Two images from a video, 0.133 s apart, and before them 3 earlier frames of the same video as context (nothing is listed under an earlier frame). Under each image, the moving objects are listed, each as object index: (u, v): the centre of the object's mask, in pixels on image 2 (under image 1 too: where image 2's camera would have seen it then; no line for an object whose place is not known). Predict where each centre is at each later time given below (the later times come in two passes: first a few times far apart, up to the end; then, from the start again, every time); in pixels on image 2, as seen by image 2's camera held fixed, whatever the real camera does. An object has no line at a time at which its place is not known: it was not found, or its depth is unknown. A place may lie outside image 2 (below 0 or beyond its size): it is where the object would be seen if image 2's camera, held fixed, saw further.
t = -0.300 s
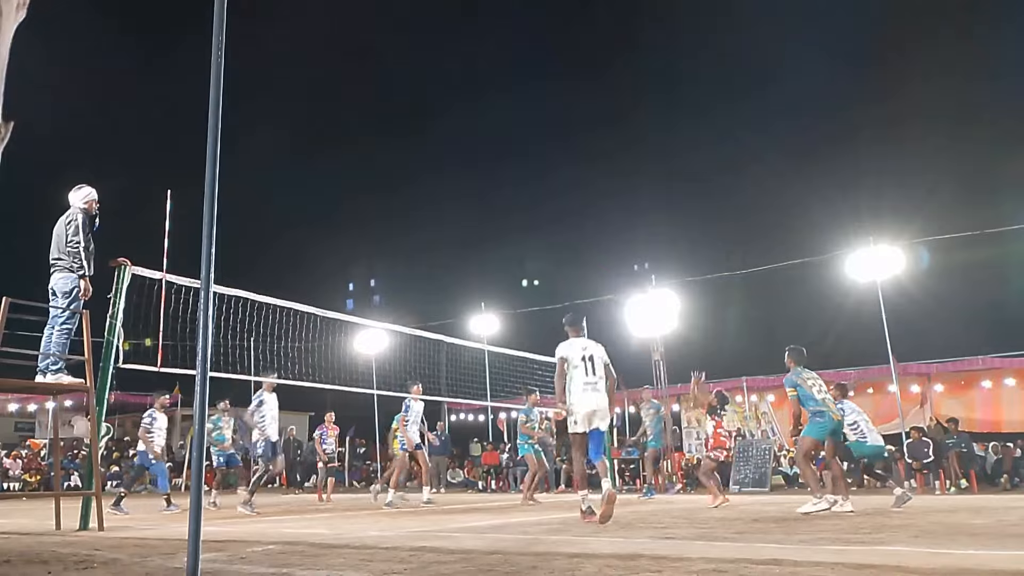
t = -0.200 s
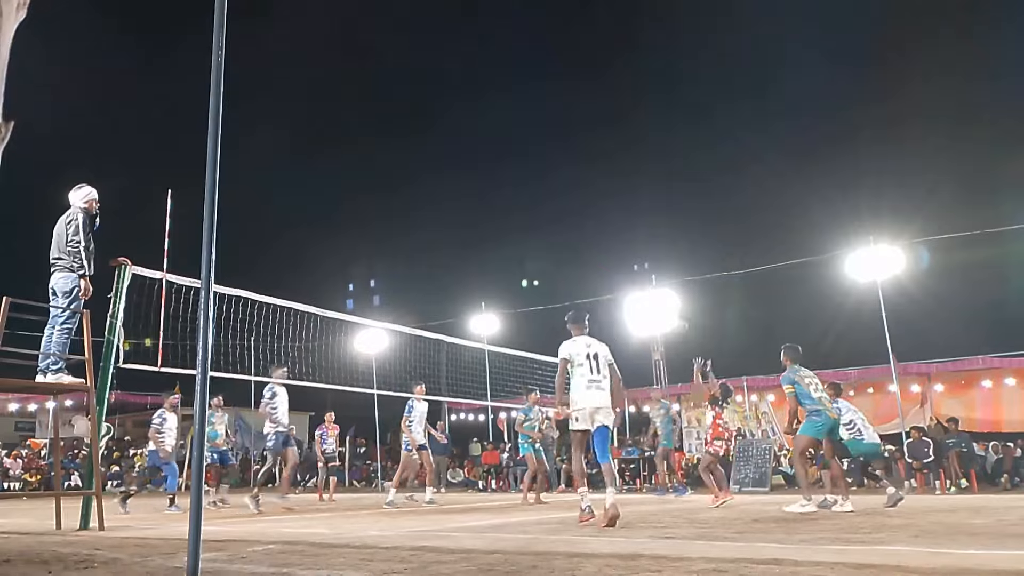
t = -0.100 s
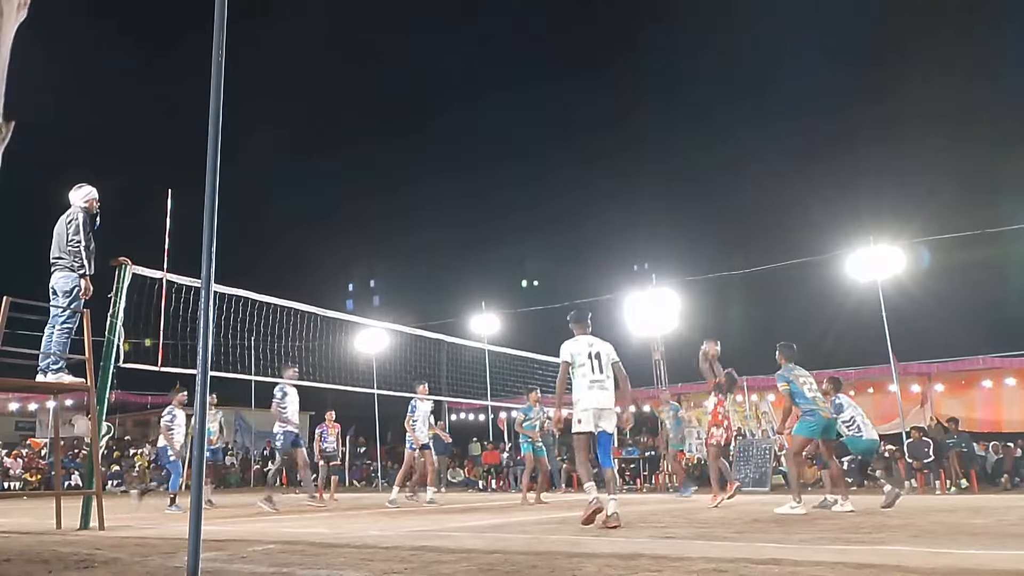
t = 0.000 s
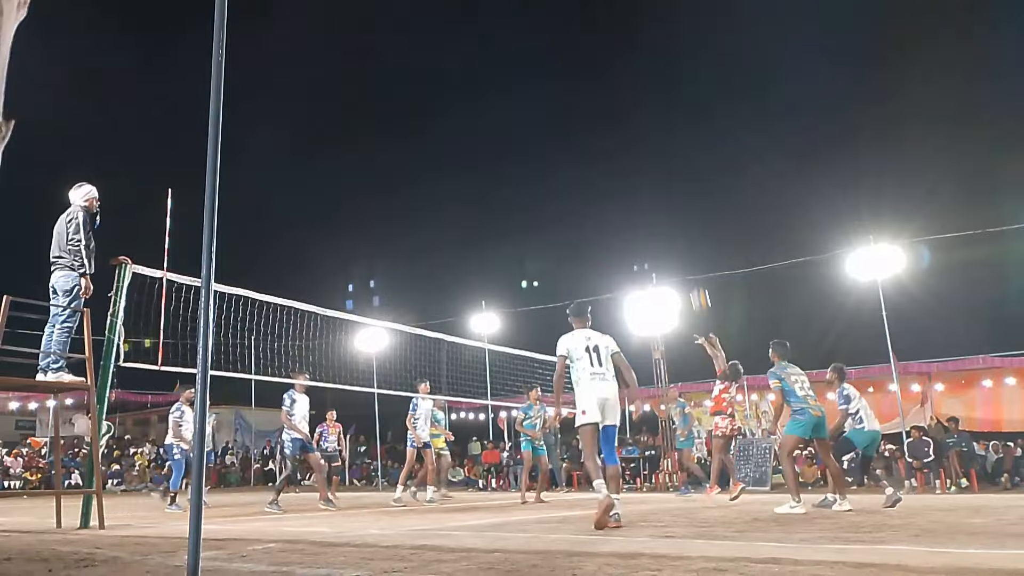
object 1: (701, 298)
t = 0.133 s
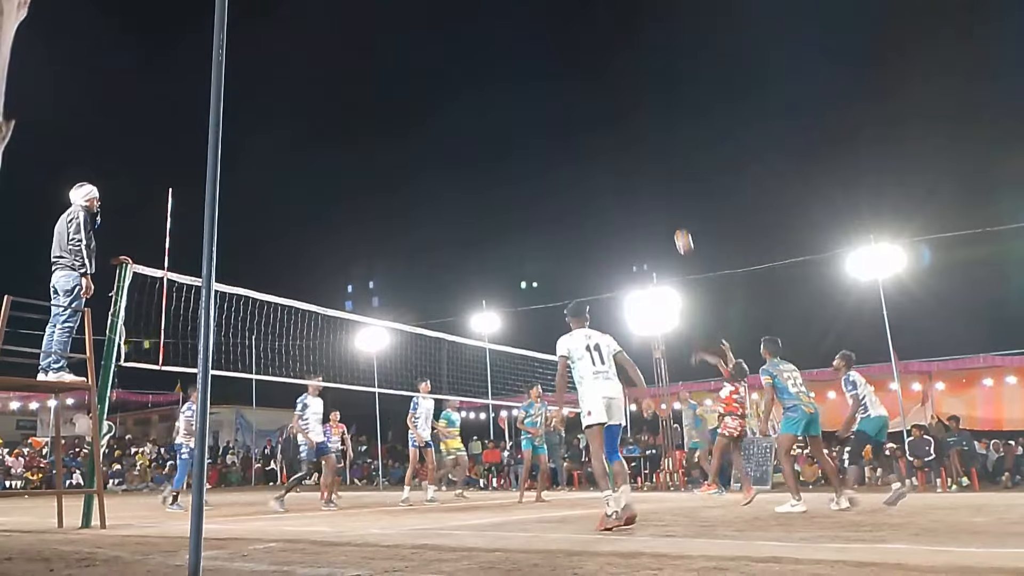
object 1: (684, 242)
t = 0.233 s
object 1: (672, 209)
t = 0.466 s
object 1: (647, 162)
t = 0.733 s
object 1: (622, 154)
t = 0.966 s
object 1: (603, 185)
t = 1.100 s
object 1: (592, 218)
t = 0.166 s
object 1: (679, 229)
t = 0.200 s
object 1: (676, 219)
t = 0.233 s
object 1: (672, 209)
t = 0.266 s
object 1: (668, 200)
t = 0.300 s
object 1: (664, 192)
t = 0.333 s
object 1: (661, 184)
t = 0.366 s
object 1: (657, 177)
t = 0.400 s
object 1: (654, 172)
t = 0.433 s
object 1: (650, 167)
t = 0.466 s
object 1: (647, 162)
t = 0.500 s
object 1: (644, 159)
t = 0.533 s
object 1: (640, 156)
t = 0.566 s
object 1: (637, 154)
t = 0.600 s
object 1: (634, 152)
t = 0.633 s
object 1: (631, 152)
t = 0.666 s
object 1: (628, 152)
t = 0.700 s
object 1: (625, 152)
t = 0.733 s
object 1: (622, 154)
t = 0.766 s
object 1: (619, 156)
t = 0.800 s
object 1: (616, 159)
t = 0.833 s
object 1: (614, 162)
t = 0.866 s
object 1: (611, 167)
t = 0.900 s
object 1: (608, 172)
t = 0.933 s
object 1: (606, 178)
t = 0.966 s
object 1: (603, 185)
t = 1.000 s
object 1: (600, 192)
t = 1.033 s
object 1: (597, 200)
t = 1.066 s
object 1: (595, 209)
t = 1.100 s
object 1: (592, 218)
